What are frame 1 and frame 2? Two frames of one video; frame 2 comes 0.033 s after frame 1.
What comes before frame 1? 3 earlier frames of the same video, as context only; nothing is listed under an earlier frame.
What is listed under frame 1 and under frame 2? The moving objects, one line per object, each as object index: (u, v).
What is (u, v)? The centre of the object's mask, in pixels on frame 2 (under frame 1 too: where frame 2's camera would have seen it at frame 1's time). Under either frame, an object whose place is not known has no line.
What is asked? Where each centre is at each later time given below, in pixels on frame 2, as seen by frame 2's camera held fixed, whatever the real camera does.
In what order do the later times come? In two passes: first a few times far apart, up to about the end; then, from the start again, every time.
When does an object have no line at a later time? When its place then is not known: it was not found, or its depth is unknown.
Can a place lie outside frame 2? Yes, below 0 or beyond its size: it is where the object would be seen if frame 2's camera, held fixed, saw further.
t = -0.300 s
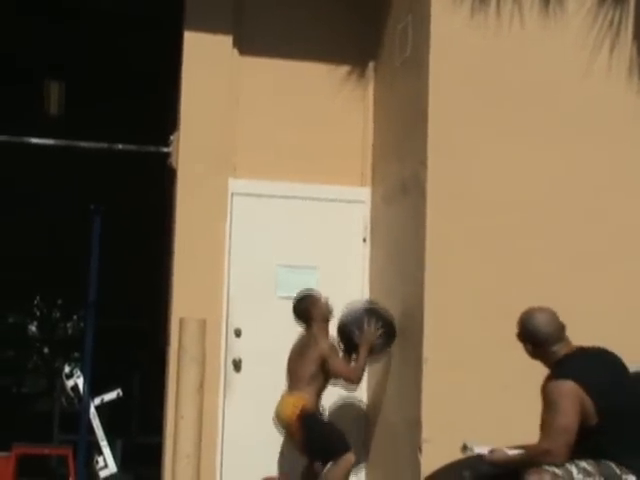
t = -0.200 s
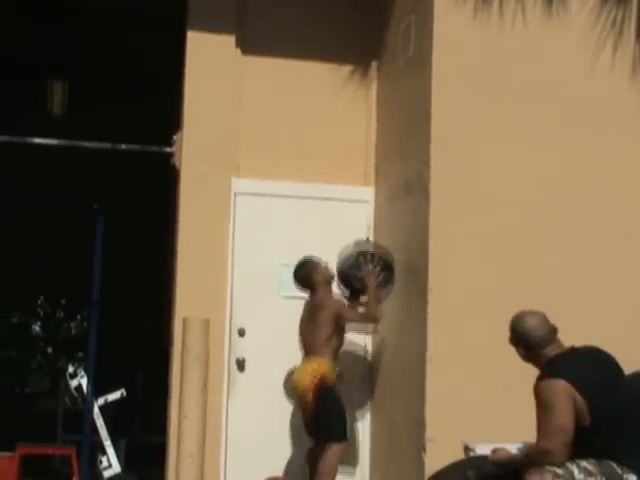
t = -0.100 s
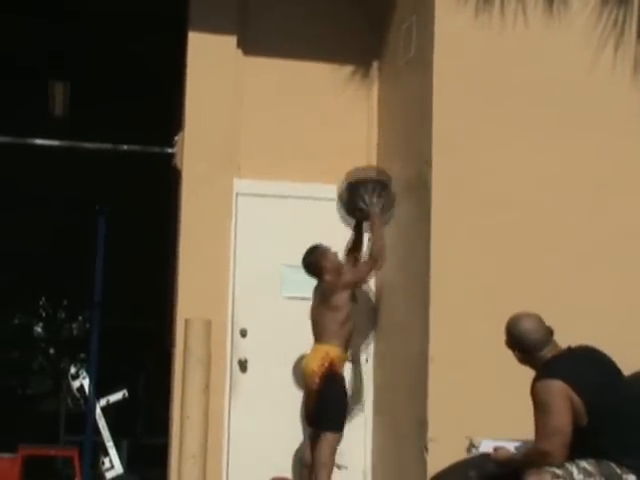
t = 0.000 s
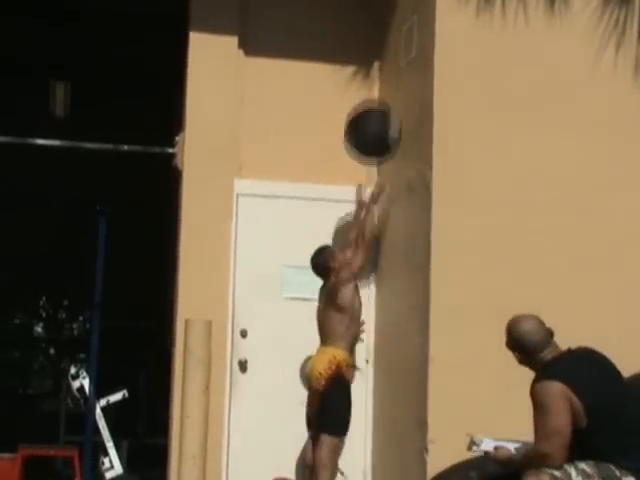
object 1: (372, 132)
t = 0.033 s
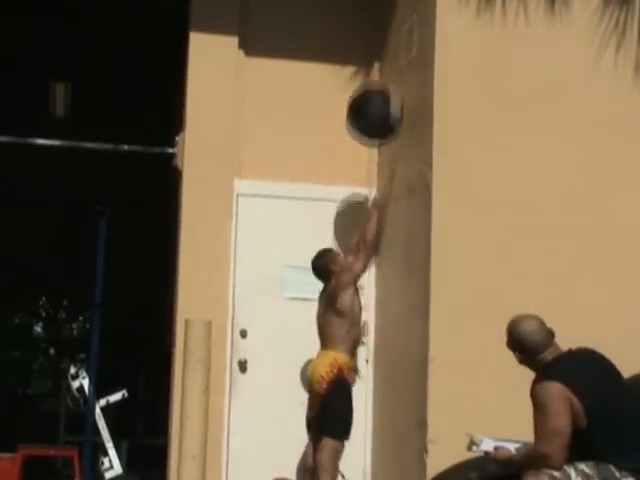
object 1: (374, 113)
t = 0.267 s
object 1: (383, 35)
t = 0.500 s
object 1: (375, 53)
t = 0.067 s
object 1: (376, 94)
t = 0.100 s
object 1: (378, 80)
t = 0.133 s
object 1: (379, 67)
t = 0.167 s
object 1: (382, 55)
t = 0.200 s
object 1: (383, 46)
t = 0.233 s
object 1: (383, 39)
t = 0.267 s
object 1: (383, 35)
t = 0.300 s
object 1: (382, 32)
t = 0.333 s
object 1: (381, 32)
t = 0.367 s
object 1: (380, 32)
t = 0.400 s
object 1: (379, 35)
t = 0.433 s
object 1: (377, 39)
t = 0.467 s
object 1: (376, 45)
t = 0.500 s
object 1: (375, 53)
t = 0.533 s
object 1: (374, 62)
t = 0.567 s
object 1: (373, 72)
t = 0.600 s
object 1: (372, 85)
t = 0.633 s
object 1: (370, 98)
